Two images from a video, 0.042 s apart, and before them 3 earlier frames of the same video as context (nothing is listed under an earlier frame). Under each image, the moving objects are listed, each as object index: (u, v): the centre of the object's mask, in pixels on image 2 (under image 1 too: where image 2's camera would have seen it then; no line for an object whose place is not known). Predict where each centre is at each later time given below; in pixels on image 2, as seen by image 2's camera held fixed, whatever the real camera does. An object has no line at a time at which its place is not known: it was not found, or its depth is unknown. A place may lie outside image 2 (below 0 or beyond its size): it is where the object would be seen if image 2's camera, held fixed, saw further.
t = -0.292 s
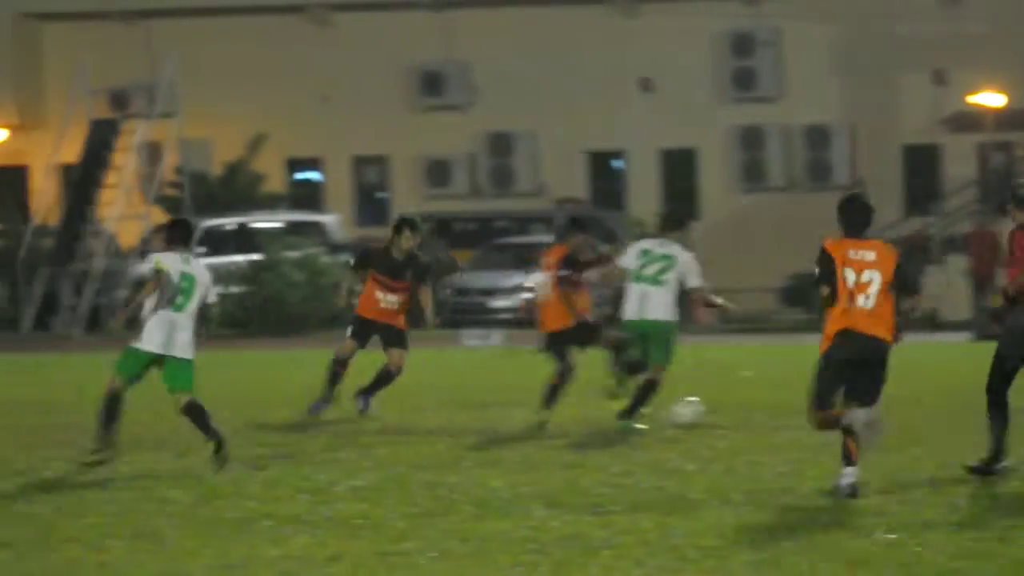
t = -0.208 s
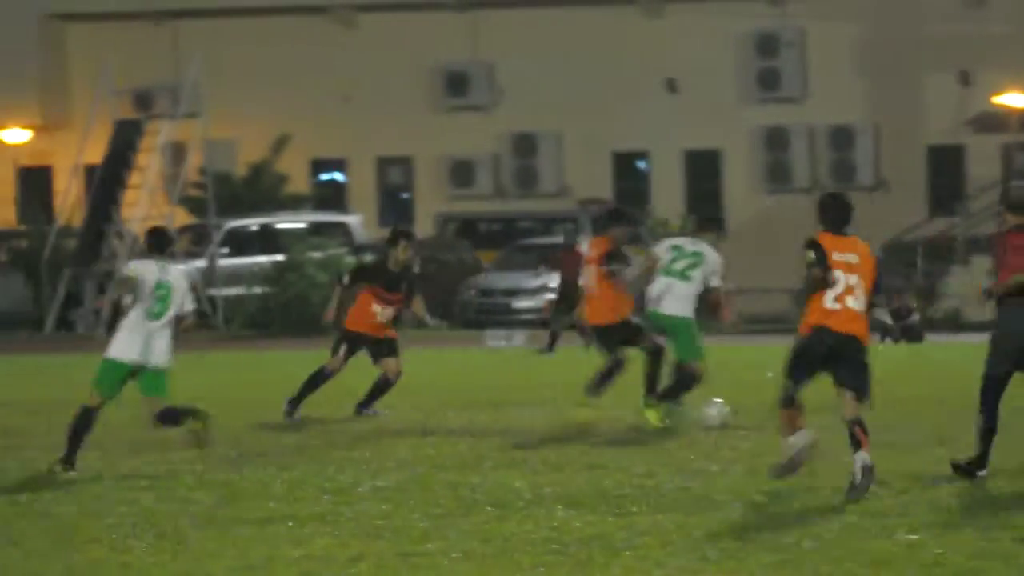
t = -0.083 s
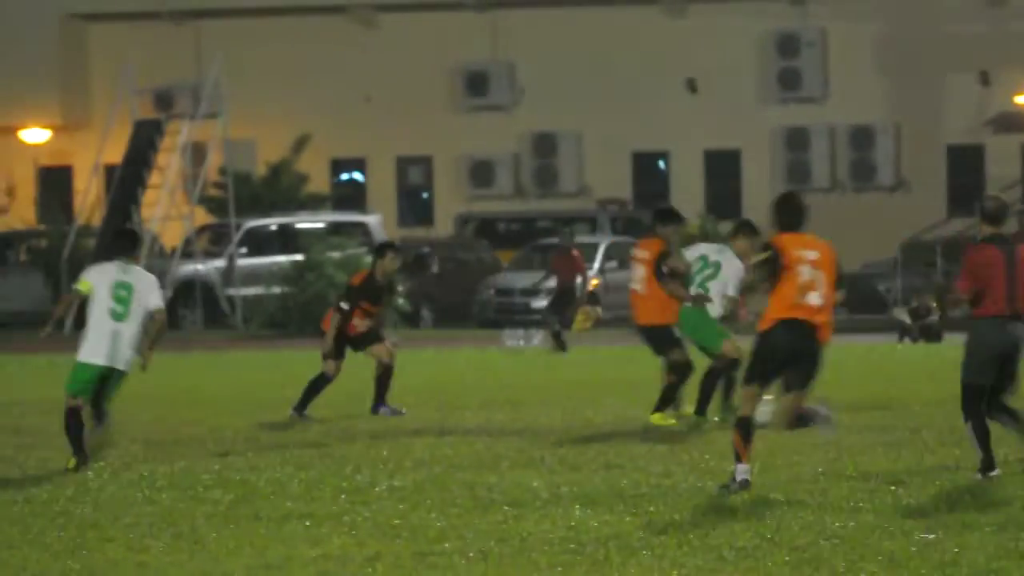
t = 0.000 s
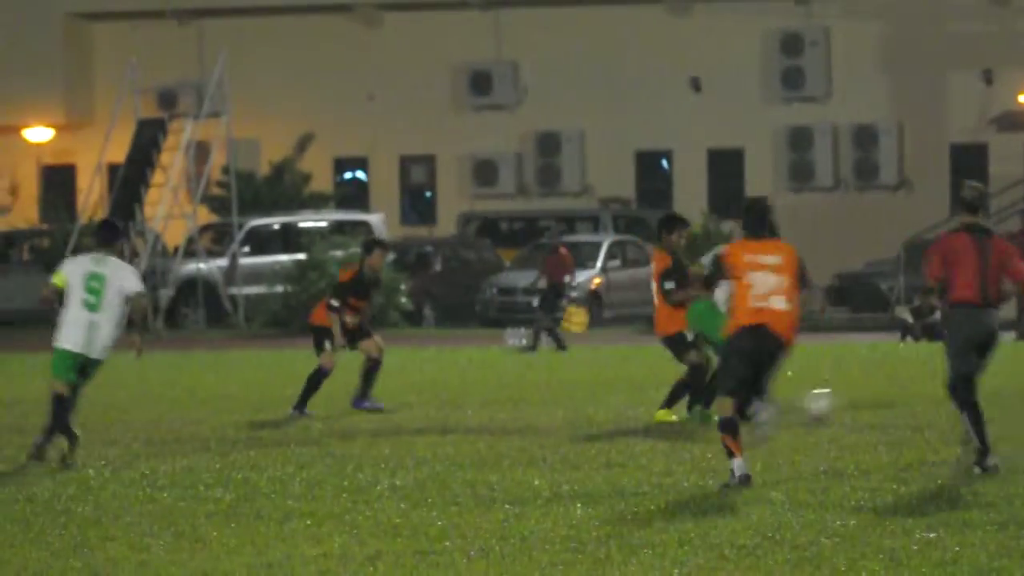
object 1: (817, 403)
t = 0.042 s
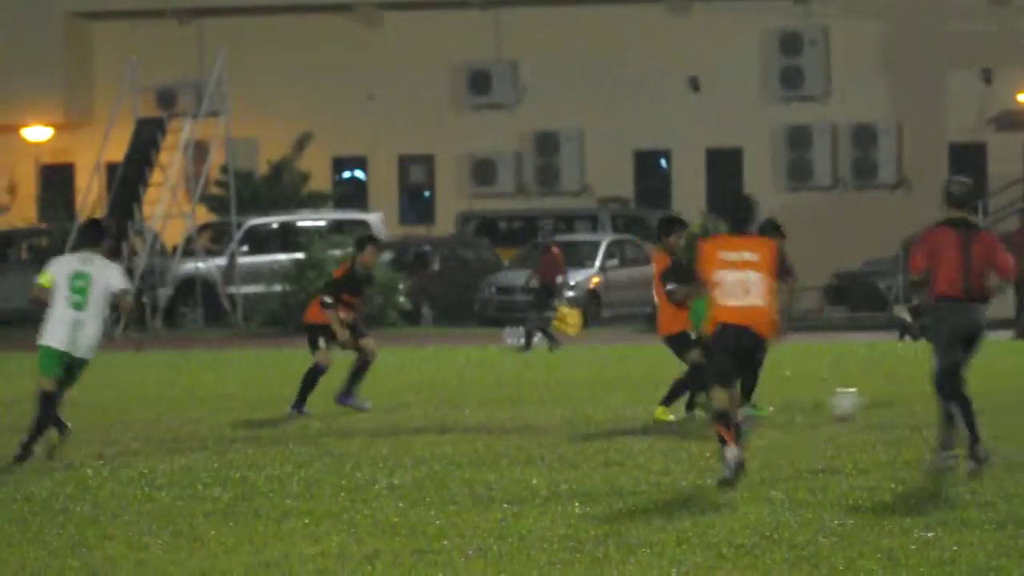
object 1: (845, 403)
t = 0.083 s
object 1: (870, 404)
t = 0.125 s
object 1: (894, 402)
